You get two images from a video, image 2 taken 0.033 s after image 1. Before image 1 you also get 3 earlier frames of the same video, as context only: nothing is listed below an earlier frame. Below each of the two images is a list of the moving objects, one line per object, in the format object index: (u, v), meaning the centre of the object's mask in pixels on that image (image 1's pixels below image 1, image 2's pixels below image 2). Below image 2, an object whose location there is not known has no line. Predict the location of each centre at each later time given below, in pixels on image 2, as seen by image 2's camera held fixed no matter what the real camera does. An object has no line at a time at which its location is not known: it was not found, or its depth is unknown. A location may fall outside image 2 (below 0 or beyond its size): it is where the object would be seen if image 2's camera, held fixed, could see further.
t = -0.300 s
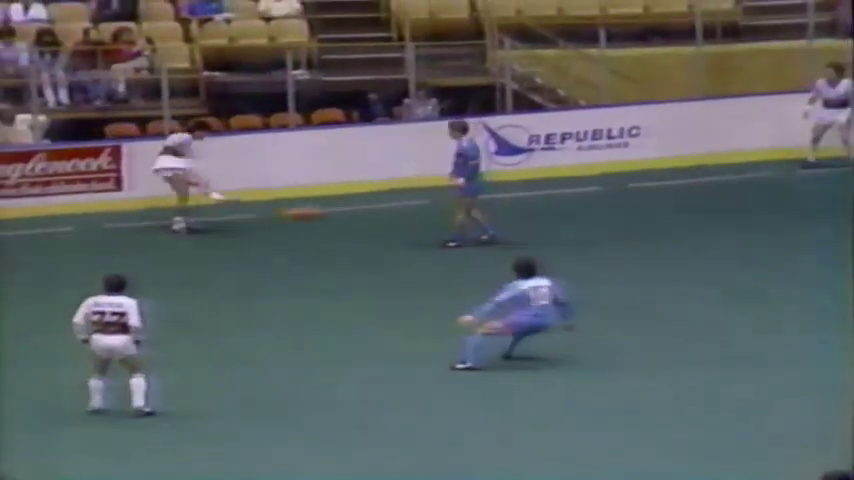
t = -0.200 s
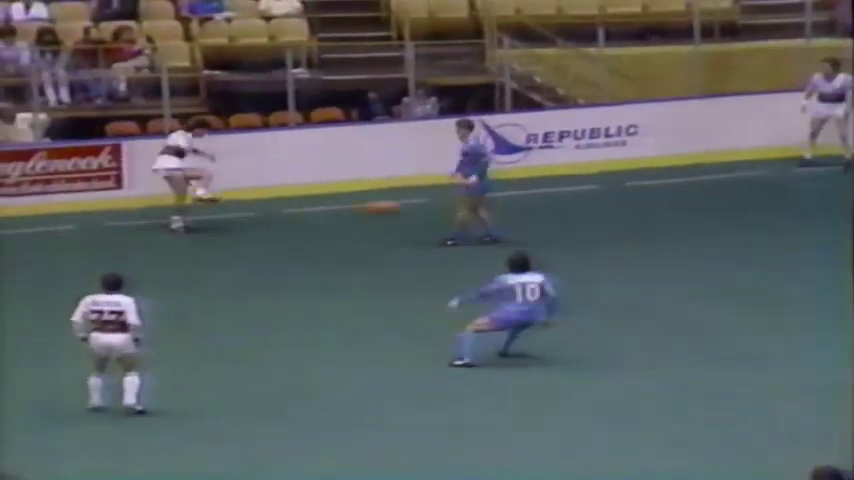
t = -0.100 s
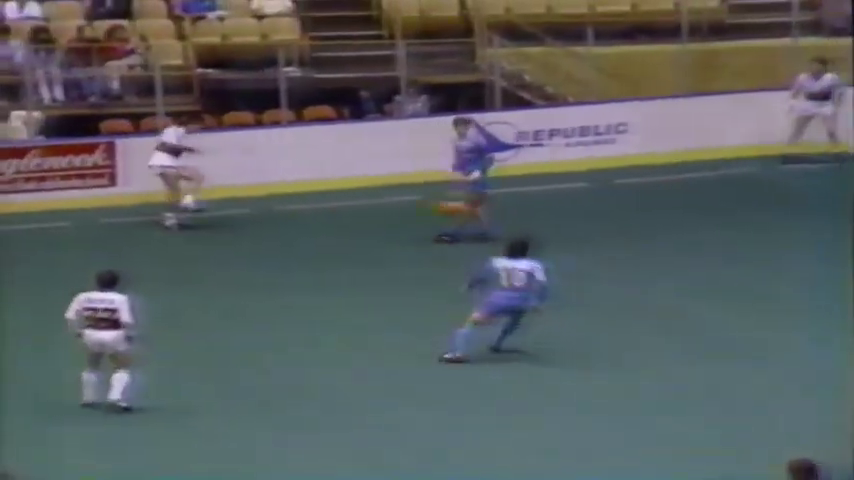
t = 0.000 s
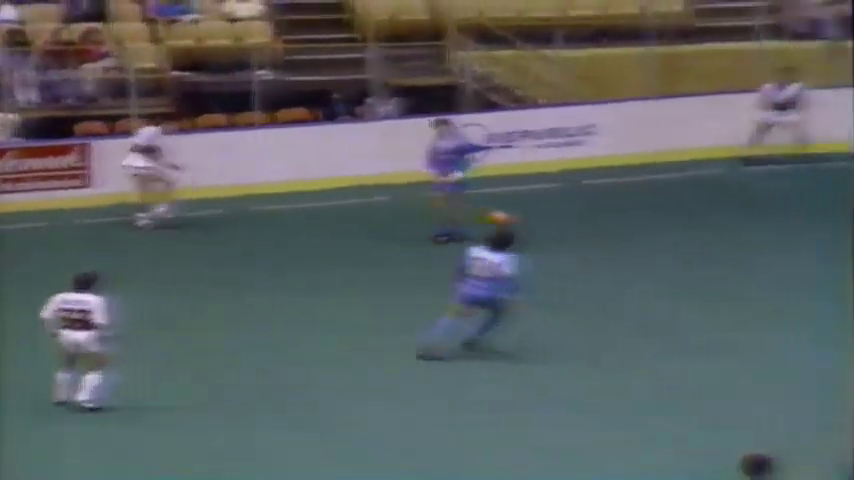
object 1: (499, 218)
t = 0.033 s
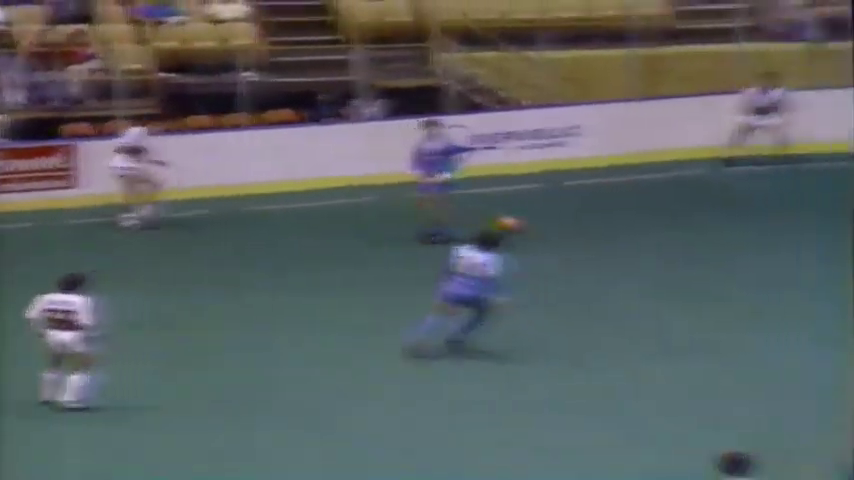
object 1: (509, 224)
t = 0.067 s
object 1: (531, 231)
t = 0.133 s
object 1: (577, 244)
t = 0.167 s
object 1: (602, 254)
